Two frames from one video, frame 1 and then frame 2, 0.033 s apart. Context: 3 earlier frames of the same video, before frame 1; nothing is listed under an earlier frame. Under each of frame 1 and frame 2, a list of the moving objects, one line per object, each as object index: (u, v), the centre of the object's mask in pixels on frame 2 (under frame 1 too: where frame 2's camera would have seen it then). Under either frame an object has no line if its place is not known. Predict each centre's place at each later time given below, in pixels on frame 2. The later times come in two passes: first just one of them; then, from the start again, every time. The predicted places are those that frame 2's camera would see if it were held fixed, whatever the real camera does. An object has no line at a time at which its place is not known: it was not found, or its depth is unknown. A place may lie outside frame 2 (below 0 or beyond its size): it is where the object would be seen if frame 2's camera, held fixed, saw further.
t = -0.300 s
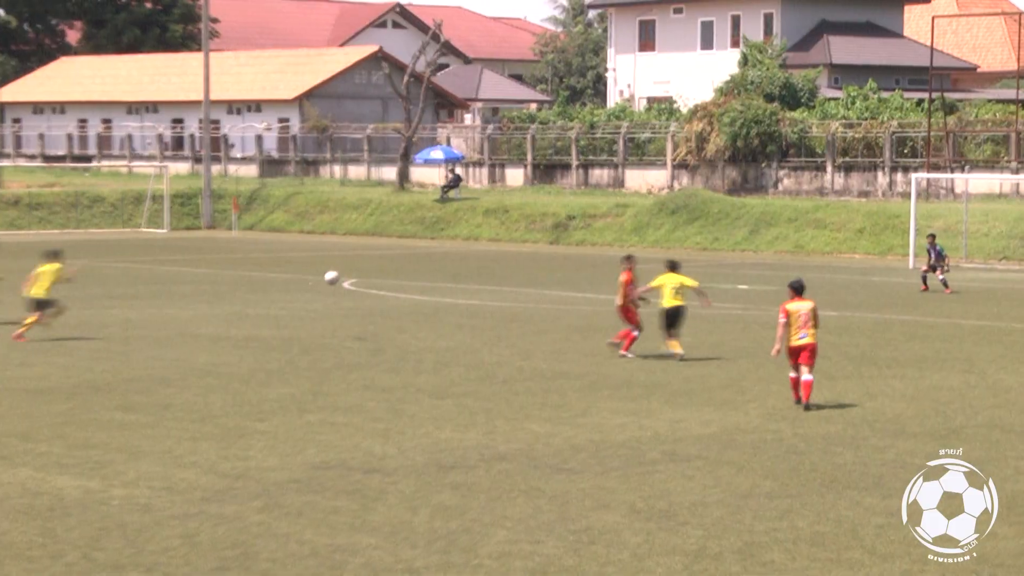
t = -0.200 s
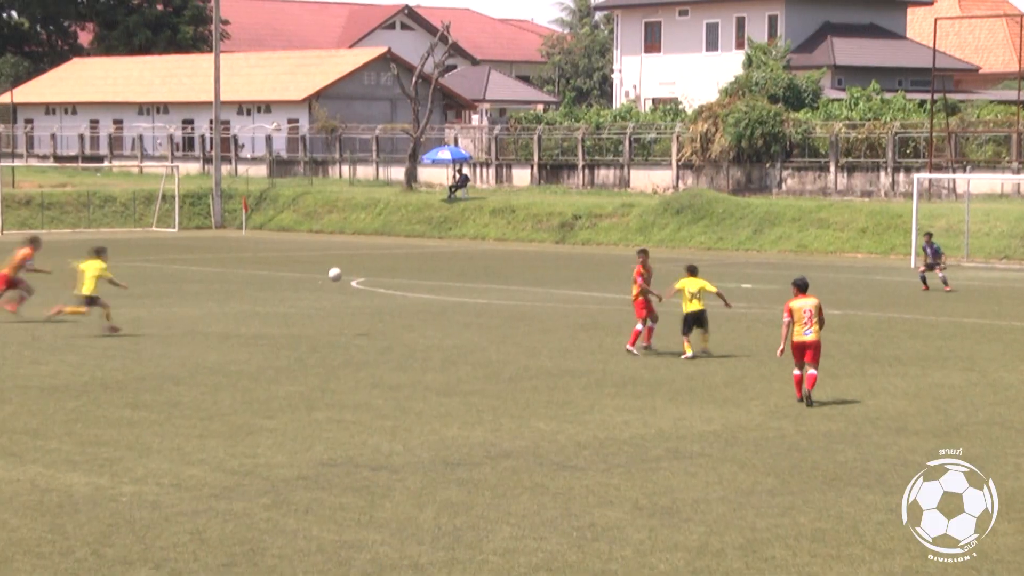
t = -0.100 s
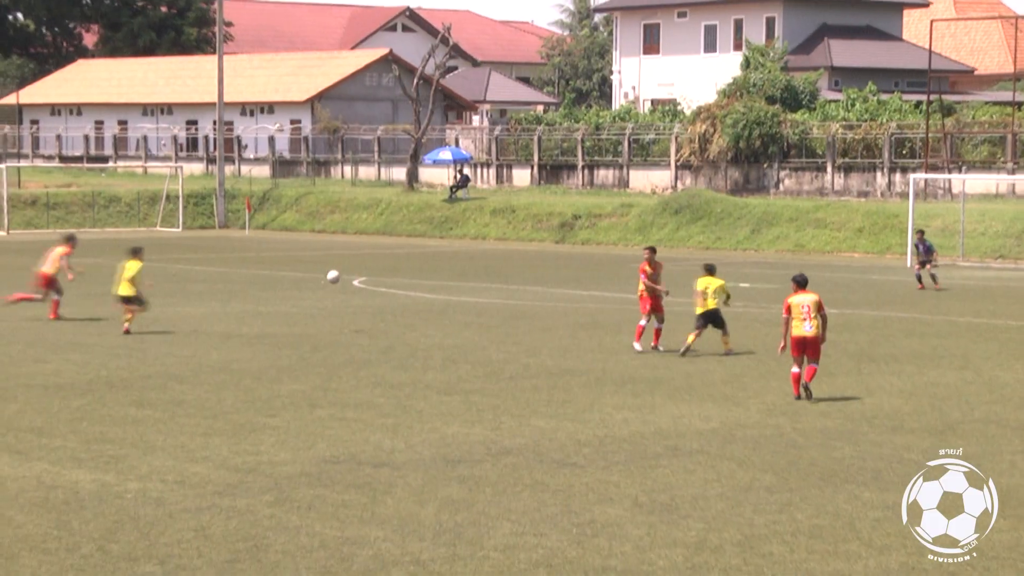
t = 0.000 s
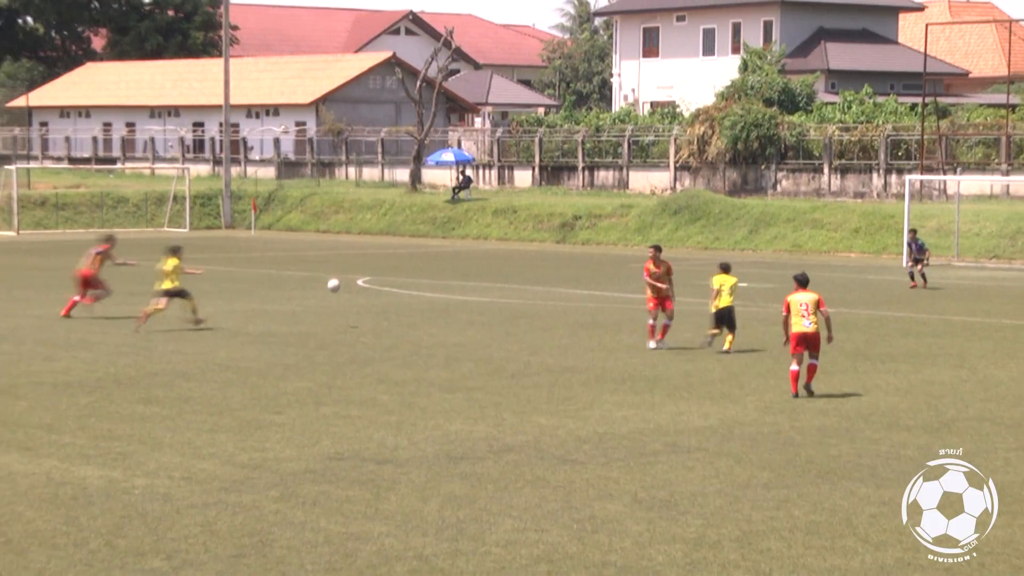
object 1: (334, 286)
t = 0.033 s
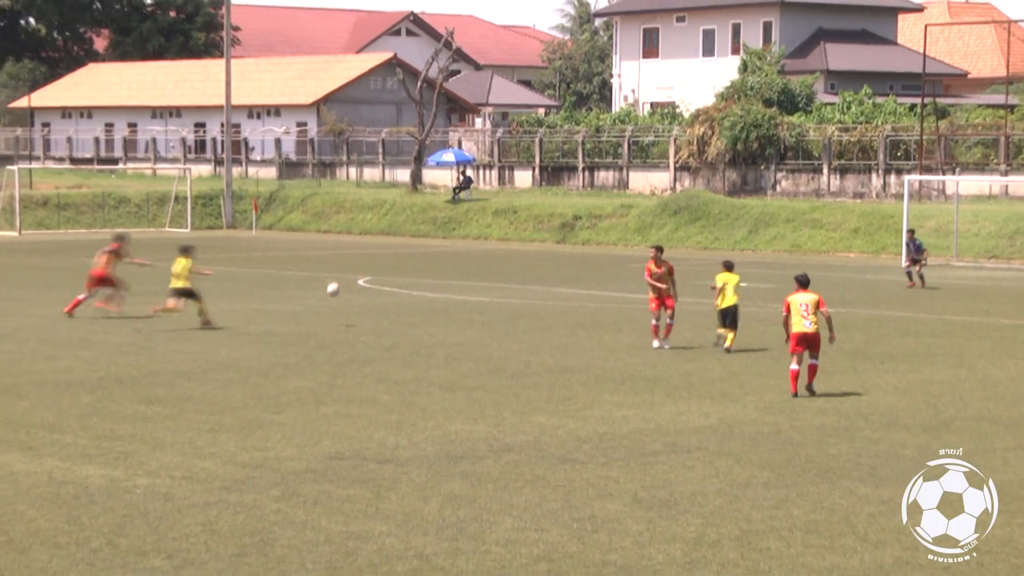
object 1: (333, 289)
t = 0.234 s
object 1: (329, 311)
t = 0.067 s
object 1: (331, 295)
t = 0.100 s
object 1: (331, 301)
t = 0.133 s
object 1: (330, 305)
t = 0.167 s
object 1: (330, 312)
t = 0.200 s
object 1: (329, 316)
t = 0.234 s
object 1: (329, 311)
